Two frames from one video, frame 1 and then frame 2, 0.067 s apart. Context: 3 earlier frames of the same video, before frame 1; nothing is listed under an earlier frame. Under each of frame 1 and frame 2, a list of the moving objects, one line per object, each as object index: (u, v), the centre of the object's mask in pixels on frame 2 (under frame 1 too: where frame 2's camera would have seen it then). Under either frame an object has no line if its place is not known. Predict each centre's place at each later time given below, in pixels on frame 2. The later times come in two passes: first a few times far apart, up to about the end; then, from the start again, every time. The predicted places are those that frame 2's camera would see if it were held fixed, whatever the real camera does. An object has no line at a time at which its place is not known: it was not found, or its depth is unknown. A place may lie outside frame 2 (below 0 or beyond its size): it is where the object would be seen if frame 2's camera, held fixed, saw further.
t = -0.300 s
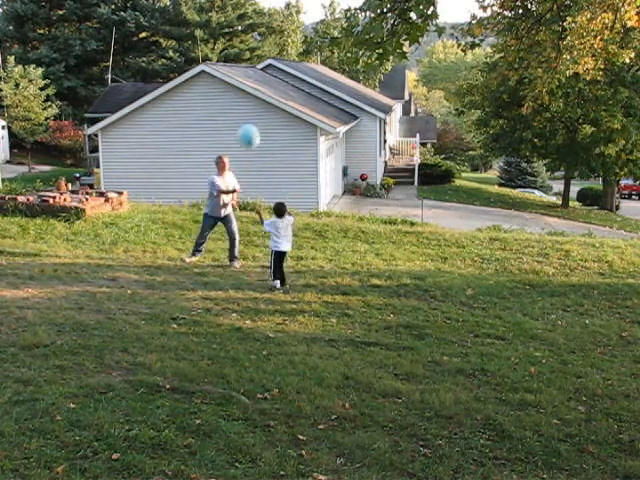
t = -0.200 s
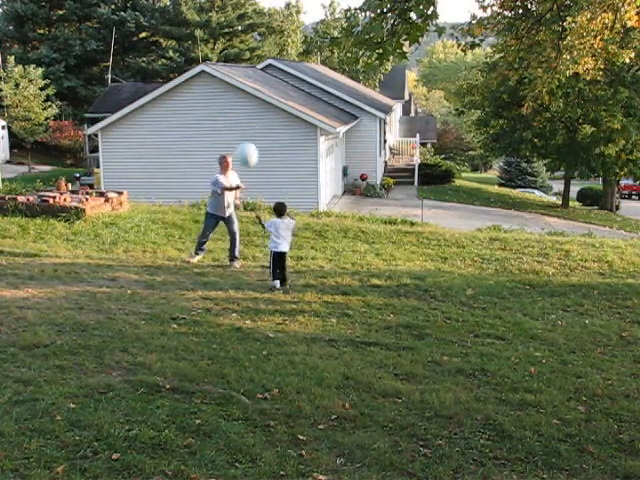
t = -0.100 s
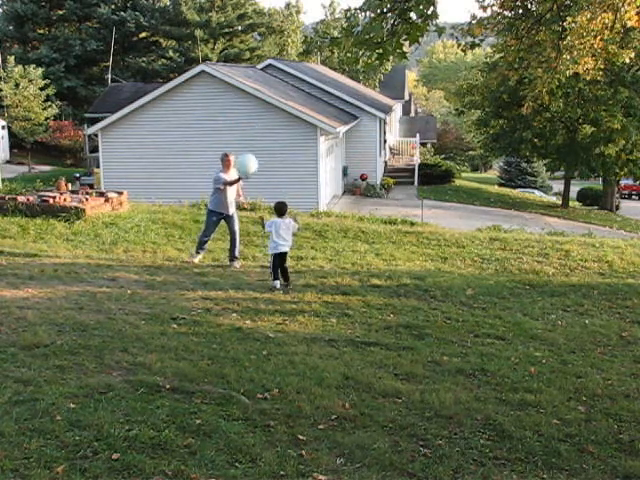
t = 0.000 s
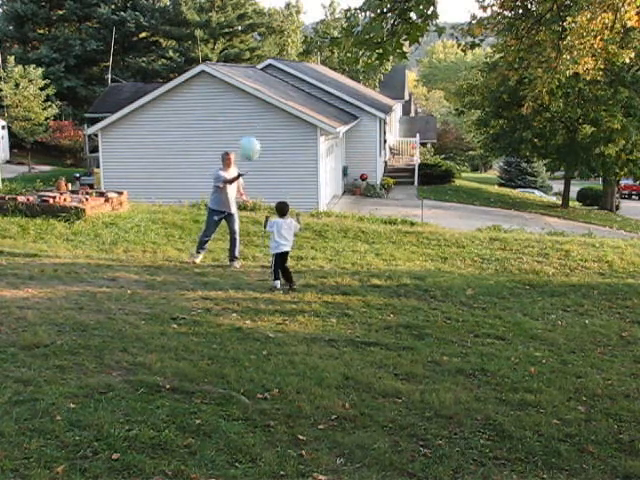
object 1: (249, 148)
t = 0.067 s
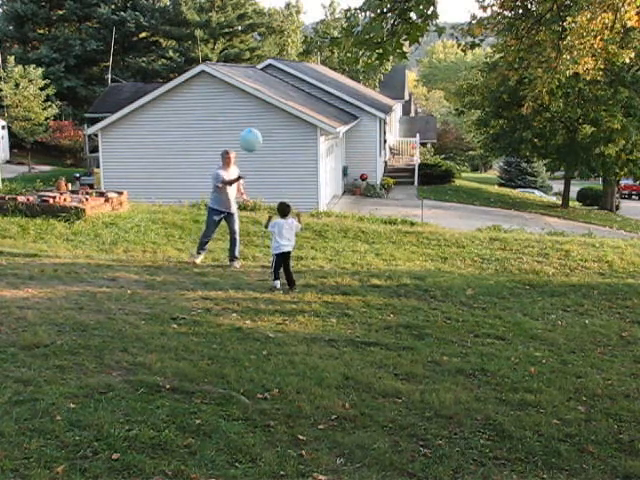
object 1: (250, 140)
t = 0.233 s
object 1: (255, 131)
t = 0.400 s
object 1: (260, 138)
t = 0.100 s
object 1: (251, 136)
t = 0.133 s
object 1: (252, 134)
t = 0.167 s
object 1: (253, 132)
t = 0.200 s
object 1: (254, 131)
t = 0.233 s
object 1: (255, 131)
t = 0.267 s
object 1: (256, 131)
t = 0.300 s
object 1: (257, 132)
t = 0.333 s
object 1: (258, 133)
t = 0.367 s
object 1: (259, 135)
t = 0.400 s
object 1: (260, 138)
